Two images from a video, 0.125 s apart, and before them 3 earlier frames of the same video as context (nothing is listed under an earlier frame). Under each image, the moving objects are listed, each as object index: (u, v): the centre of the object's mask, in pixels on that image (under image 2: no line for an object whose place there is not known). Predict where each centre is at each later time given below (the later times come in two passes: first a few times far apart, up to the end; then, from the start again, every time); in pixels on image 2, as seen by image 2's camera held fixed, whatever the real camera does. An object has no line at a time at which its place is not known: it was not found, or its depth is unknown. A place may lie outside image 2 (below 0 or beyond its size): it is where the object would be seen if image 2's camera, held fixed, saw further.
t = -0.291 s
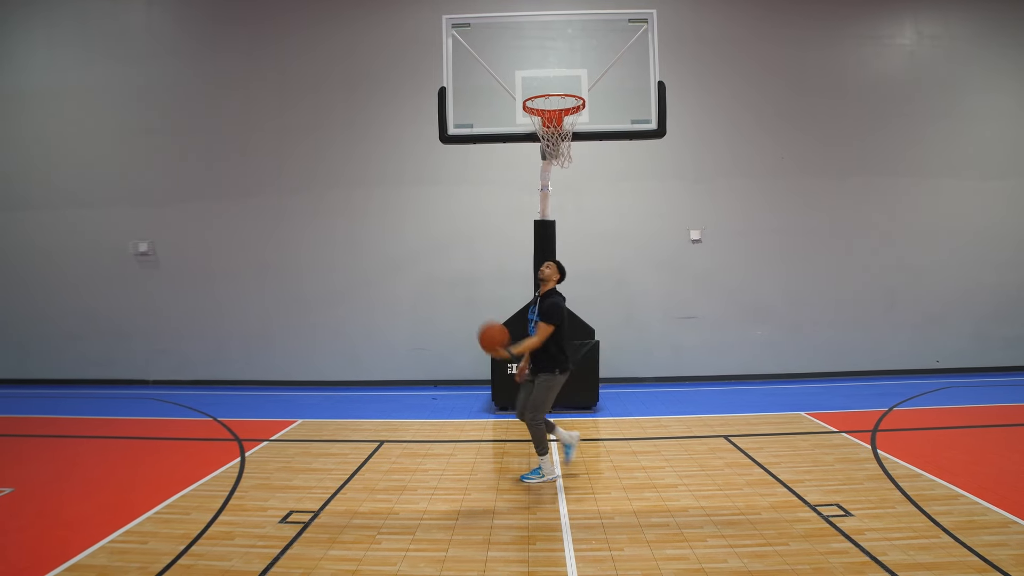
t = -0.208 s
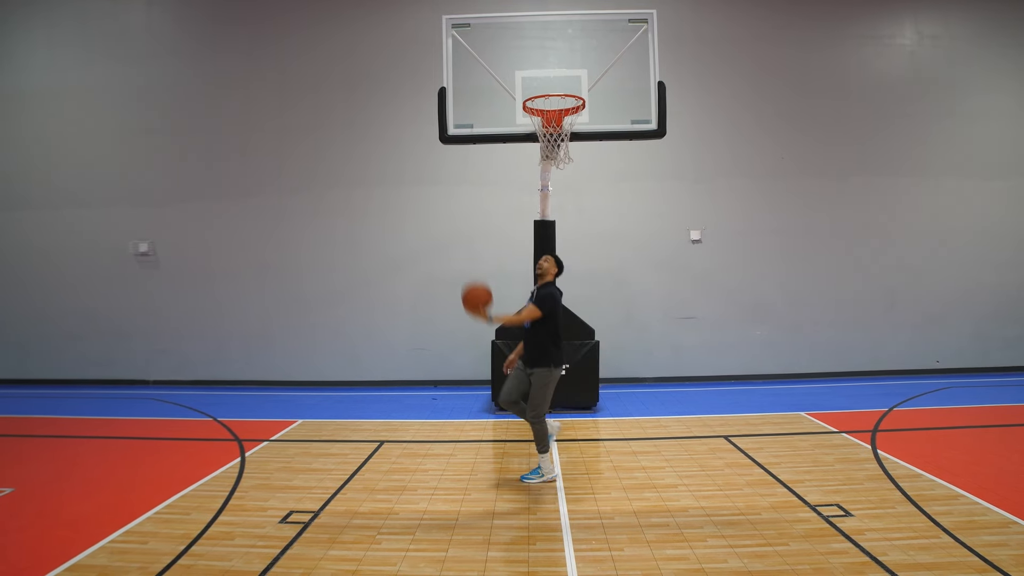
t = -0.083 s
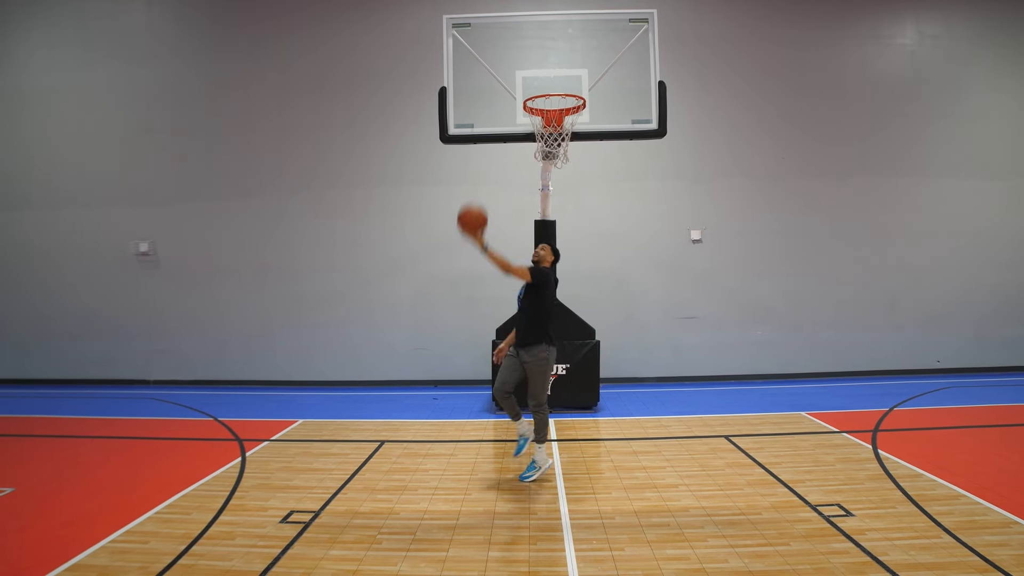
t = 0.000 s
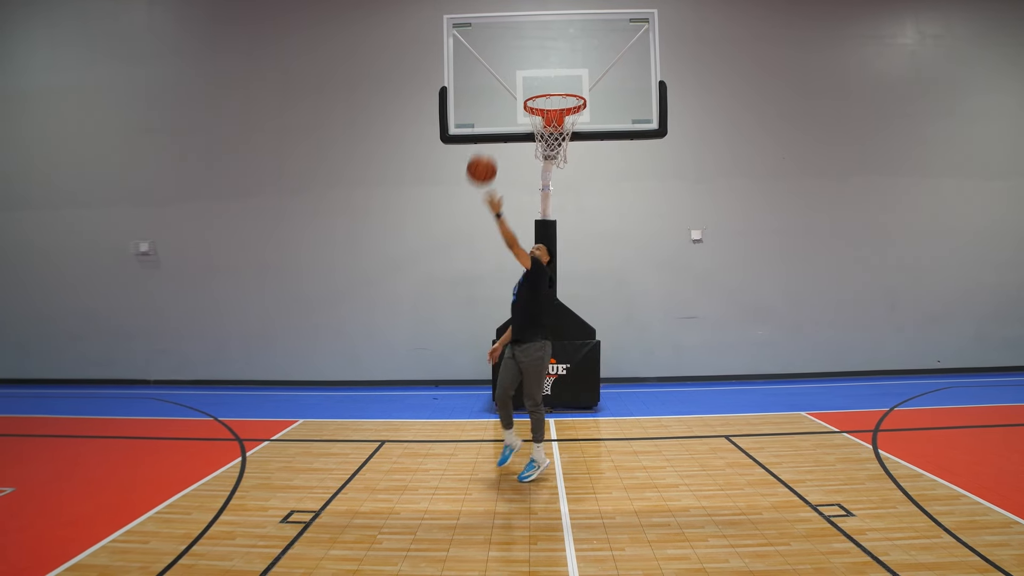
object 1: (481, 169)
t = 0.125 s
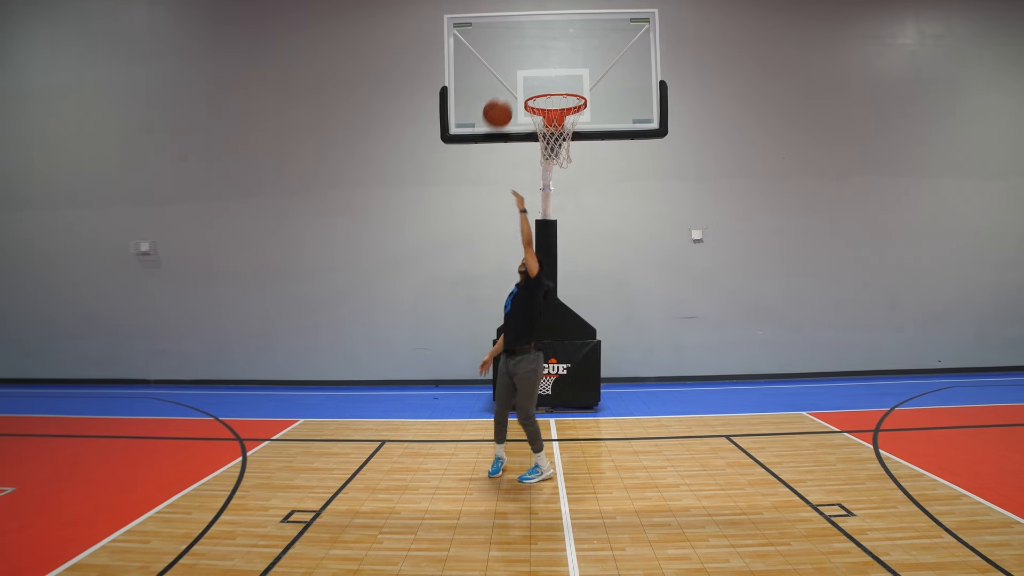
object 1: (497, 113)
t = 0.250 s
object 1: (512, 79)
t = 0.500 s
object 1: (536, 72)
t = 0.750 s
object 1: (562, 140)
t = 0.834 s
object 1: (567, 168)
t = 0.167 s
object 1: (502, 99)
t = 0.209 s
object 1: (507, 88)
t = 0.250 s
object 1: (512, 79)
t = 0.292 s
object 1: (516, 72)
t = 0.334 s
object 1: (520, 68)
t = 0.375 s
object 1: (524, 66)
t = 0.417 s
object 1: (528, 66)
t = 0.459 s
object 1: (532, 68)
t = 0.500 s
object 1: (536, 72)
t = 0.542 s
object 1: (540, 79)
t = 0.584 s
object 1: (544, 86)
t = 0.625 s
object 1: (549, 98)
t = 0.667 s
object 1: (554, 111)
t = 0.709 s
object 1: (559, 126)
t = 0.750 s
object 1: (562, 140)
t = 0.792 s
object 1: (564, 153)
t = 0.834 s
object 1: (567, 168)
